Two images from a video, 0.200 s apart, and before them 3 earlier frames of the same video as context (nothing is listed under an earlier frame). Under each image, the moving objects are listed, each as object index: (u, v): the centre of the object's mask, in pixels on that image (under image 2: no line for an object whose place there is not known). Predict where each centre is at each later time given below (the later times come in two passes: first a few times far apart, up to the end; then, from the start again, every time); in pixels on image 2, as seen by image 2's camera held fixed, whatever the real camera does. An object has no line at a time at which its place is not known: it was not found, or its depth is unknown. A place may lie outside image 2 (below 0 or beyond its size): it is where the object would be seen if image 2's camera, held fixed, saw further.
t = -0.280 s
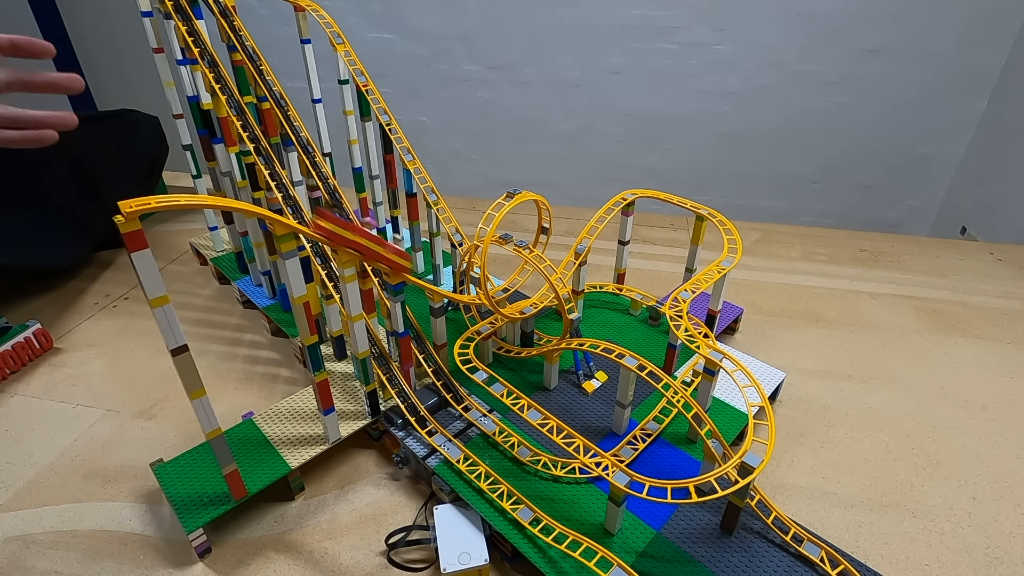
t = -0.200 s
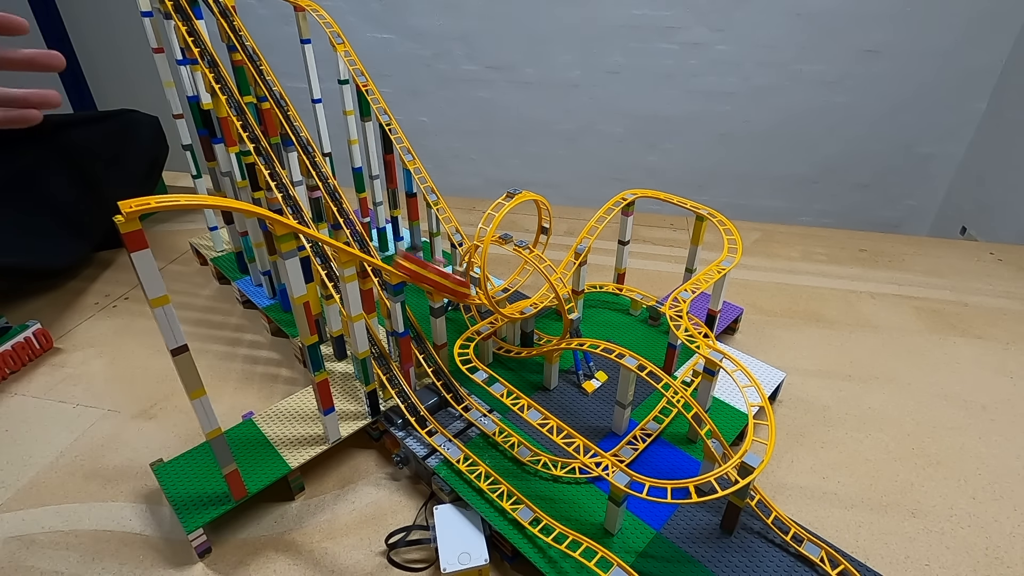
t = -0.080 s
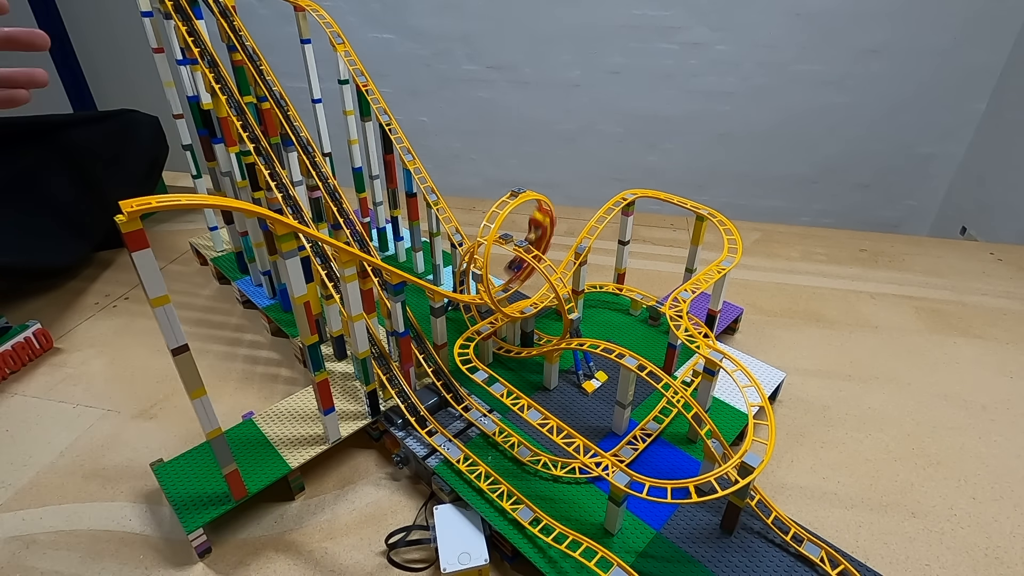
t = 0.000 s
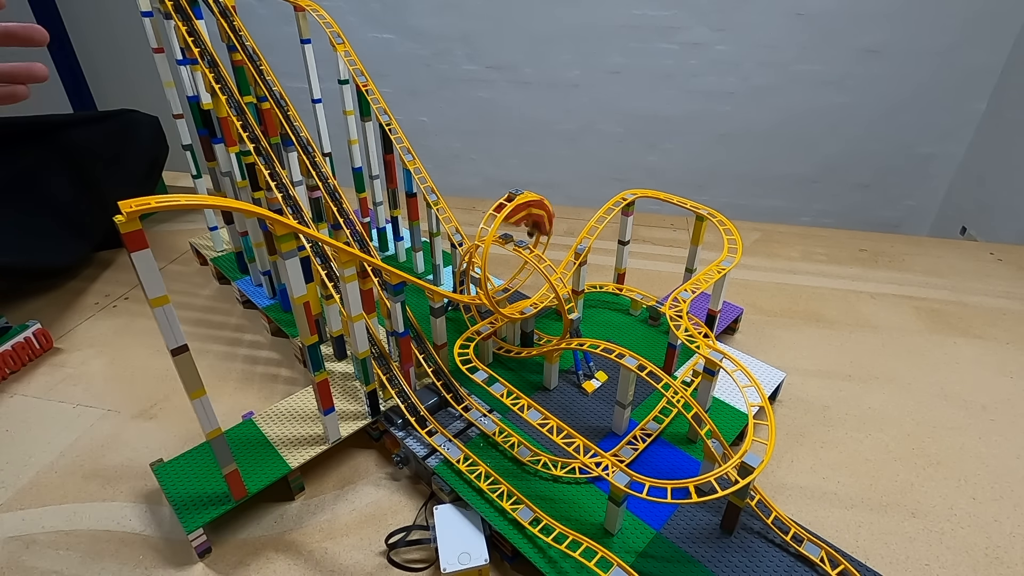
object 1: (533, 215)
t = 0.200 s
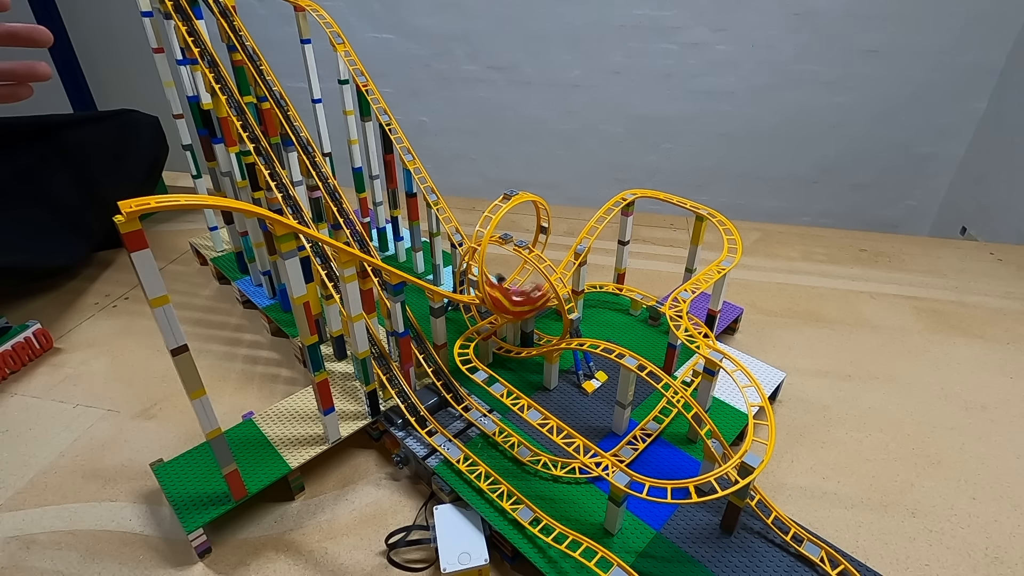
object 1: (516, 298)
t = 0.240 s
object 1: (538, 291)
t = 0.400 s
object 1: (602, 212)
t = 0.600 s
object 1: (639, 188)
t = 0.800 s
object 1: (684, 195)
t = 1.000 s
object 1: (730, 231)
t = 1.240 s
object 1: (690, 285)
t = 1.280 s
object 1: (685, 295)
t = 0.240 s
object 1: (538, 291)
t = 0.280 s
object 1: (565, 260)
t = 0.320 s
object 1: (580, 239)
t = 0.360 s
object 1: (592, 224)
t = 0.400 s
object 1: (602, 212)
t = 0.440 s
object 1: (621, 193)
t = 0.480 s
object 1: (619, 197)
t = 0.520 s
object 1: (626, 193)
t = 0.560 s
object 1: (632, 190)
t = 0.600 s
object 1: (639, 188)
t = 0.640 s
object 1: (647, 188)
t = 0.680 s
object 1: (654, 188)
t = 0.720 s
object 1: (663, 189)
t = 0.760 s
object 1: (673, 191)
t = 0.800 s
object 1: (684, 195)
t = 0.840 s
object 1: (697, 200)
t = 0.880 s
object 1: (708, 206)
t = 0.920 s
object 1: (718, 214)
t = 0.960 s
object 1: (725, 222)
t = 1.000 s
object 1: (730, 231)
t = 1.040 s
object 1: (729, 242)
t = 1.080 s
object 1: (725, 253)
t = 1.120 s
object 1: (717, 262)
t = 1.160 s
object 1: (707, 269)
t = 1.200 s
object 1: (698, 277)
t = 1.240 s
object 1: (690, 285)
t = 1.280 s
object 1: (685, 295)
